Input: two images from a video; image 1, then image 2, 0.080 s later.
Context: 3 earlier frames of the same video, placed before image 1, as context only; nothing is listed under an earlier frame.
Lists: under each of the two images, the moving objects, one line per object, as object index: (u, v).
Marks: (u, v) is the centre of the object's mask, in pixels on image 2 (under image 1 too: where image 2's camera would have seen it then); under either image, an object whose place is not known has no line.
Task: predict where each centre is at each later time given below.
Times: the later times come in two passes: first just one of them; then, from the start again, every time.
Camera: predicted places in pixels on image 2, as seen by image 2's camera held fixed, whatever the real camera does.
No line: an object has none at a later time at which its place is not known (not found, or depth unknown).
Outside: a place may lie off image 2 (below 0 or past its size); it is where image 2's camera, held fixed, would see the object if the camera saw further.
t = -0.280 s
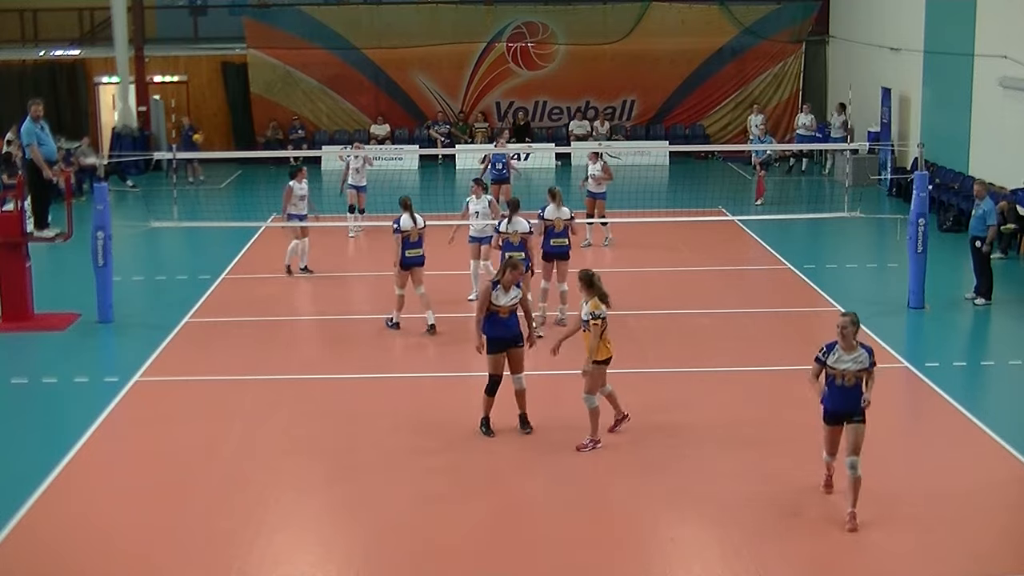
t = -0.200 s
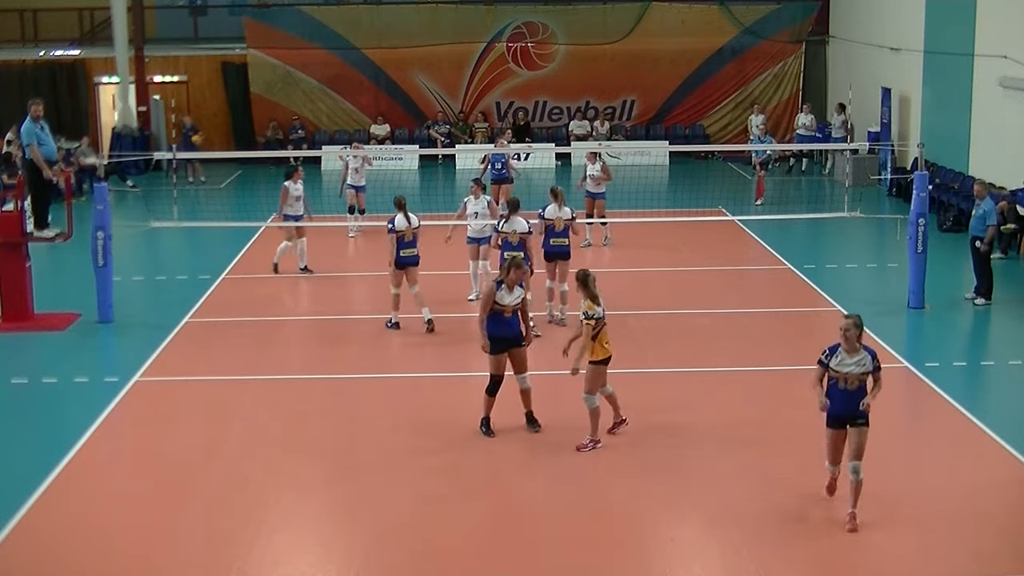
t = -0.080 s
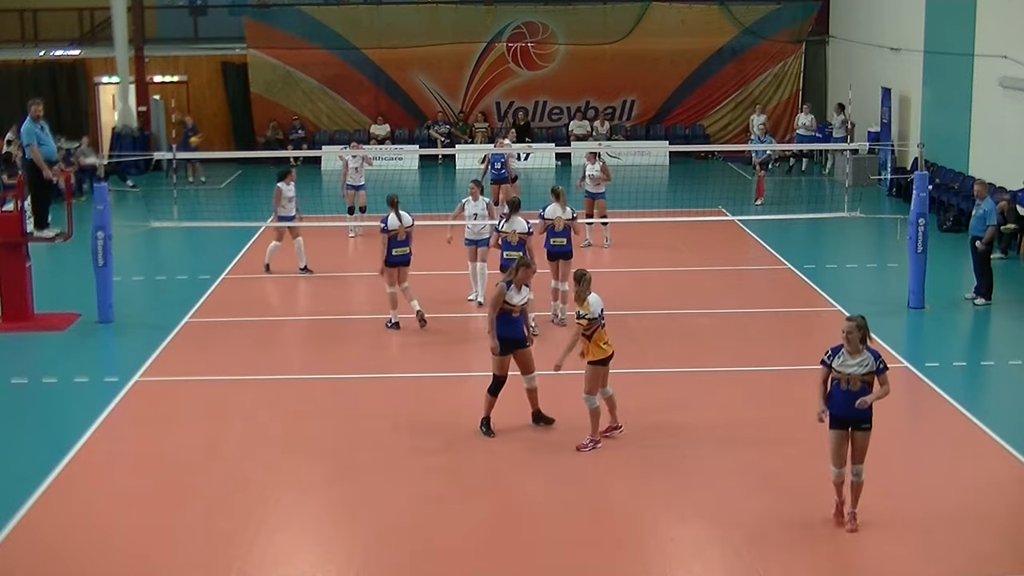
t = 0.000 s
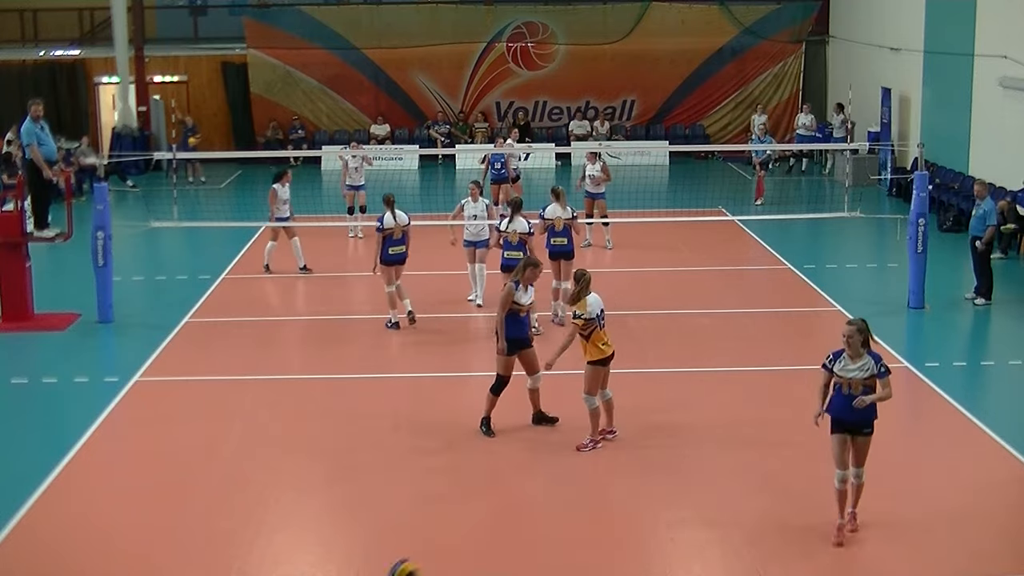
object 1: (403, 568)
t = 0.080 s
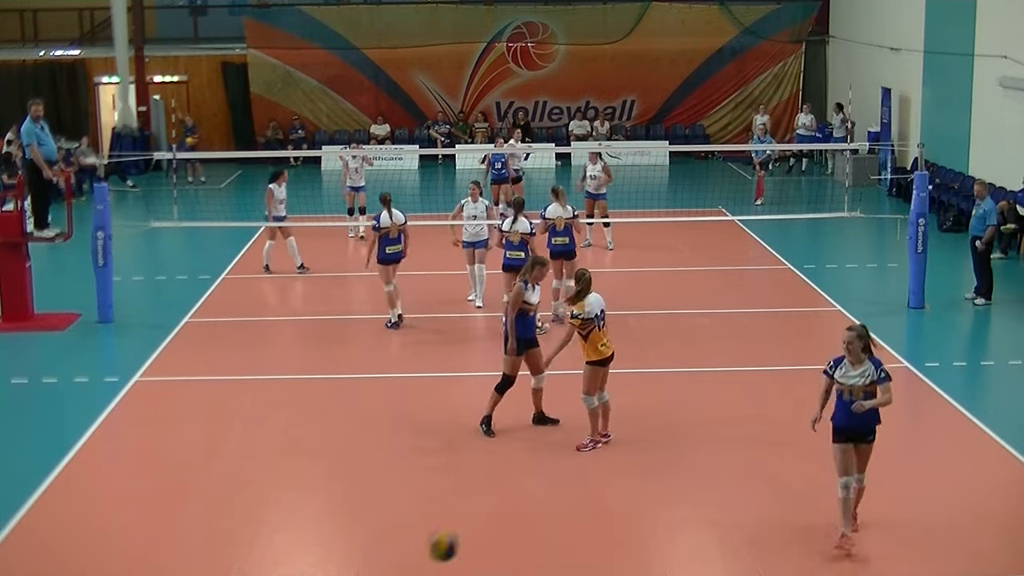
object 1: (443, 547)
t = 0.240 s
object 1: (517, 516)
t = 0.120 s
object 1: (462, 534)
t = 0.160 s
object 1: (480, 527)
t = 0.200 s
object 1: (499, 520)
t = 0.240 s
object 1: (517, 516)
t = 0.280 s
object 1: (535, 515)
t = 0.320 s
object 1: (553, 516)
